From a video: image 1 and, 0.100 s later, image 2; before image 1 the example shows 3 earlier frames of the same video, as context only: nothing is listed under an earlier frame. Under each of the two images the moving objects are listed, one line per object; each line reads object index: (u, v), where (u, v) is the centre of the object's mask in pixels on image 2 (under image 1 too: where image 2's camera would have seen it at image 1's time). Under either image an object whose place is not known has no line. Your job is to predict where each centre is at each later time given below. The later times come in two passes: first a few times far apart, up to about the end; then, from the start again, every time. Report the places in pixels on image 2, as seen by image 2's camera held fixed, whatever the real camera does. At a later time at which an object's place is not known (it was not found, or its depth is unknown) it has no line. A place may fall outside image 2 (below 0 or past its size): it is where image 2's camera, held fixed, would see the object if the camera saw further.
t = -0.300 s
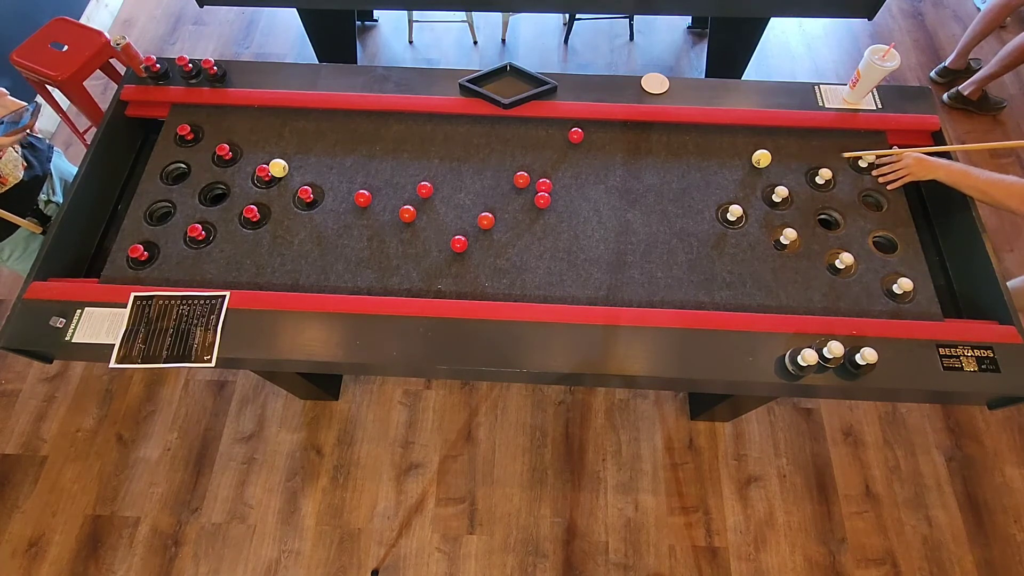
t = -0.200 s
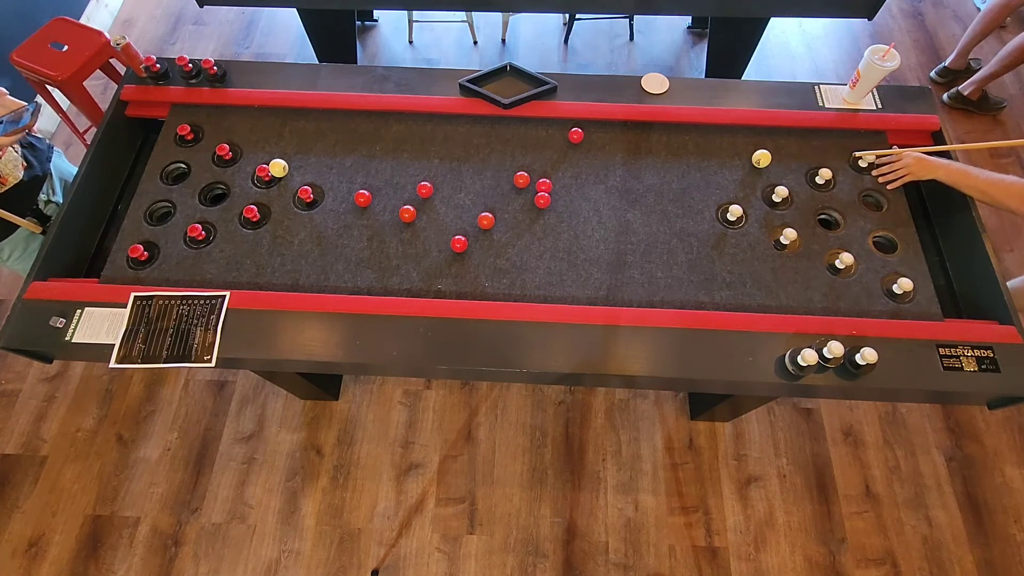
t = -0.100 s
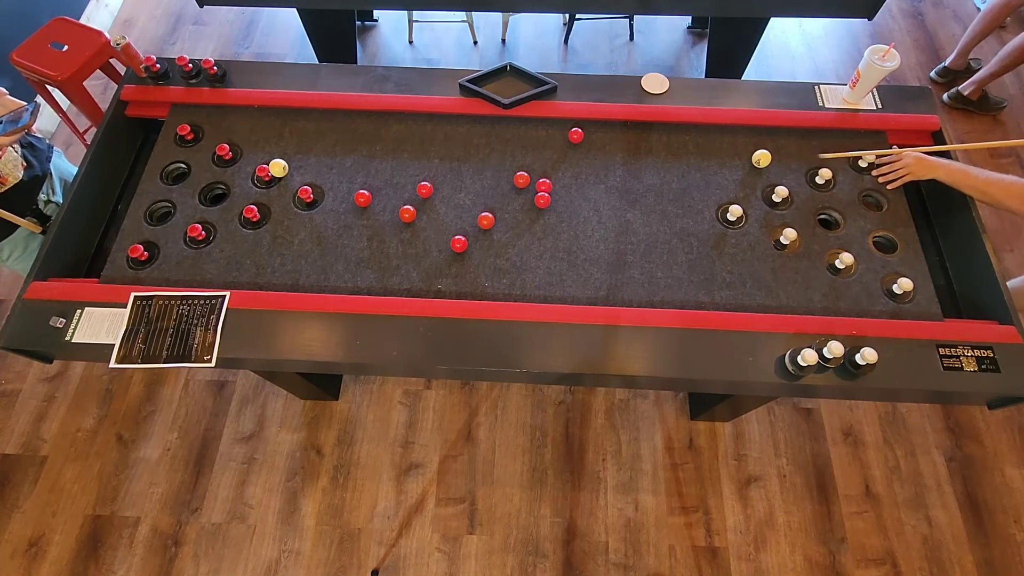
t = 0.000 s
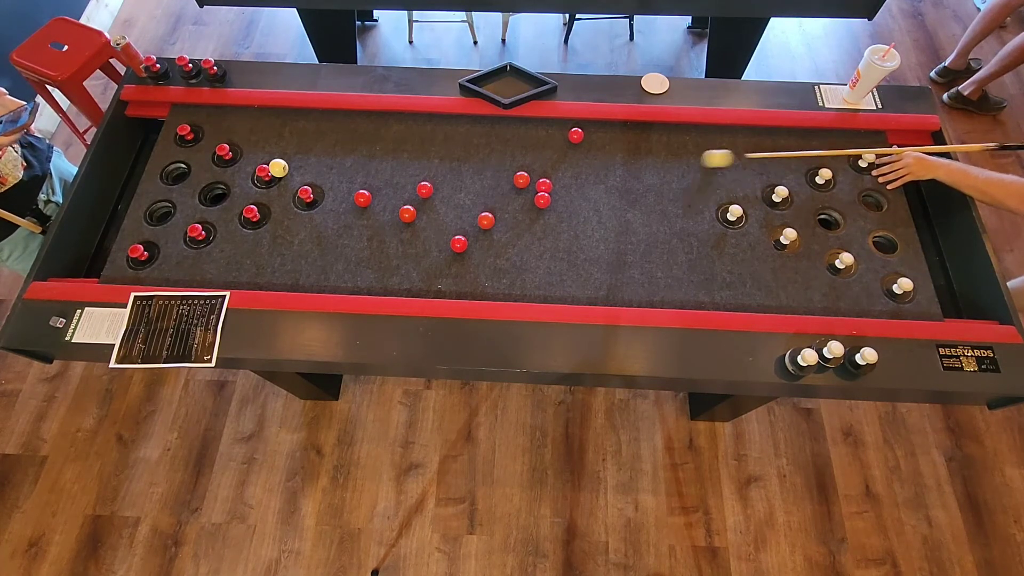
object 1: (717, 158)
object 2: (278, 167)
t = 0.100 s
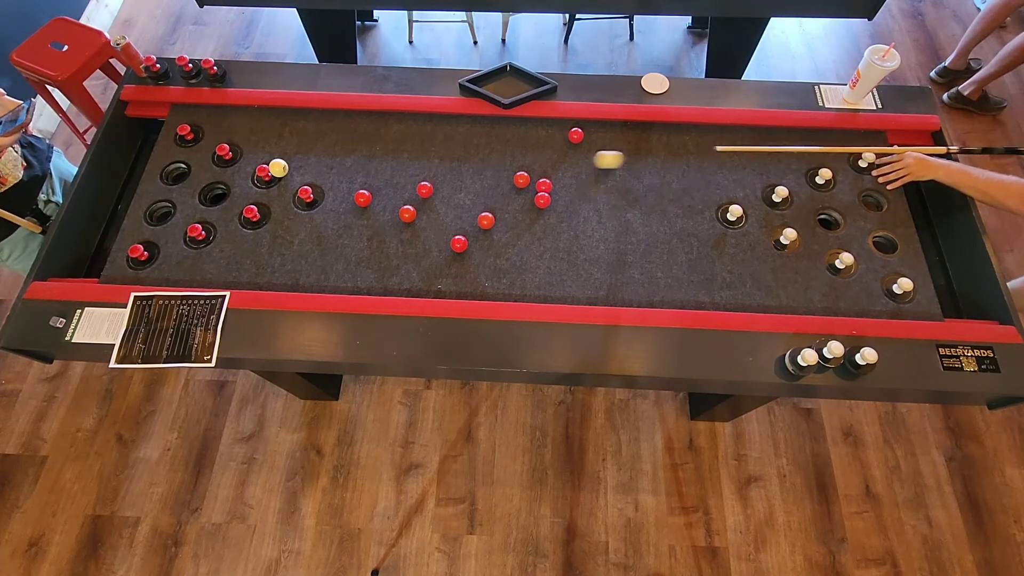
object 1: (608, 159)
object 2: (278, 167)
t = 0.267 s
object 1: (443, 162)
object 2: (279, 168)
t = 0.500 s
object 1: (304, 155)
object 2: (274, 153)
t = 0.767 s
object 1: (303, 127)
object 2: (302, 154)
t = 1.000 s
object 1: (278, 113)
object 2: (327, 146)
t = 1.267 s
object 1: (252, 120)
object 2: (353, 140)
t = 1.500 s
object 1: (232, 125)
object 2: (373, 136)
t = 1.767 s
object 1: (214, 132)
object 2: (393, 134)
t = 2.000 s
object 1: (202, 136)
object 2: (407, 133)
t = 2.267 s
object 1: (193, 140)
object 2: (420, 132)
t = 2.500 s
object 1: (186, 141)
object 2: (429, 131)
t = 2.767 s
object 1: (182, 141)
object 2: (437, 130)
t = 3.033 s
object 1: (182, 141)
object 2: (442, 129)
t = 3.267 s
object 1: (182, 141)
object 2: (442, 130)
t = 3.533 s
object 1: (182, 141)
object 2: (442, 130)
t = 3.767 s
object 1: (182, 141)
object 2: (442, 130)
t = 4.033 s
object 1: (182, 141)
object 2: (442, 130)
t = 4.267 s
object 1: (182, 141)
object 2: (442, 130)
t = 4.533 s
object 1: (182, 141)
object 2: (442, 130)
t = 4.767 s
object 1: (182, 141)
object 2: (442, 130)
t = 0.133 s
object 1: (574, 160)
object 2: (278, 167)
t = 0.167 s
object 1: (540, 160)
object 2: (278, 167)
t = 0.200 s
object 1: (507, 161)
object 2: (278, 167)
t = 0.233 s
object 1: (475, 161)
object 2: (279, 167)
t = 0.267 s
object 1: (443, 162)
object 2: (279, 168)
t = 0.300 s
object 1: (412, 163)
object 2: (279, 167)
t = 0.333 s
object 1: (382, 163)
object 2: (279, 168)
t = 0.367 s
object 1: (350, 164)
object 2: (279, 167)
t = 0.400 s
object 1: (320, 164)
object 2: (279, 167)
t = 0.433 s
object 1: (296, 164)
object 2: (277, 166)
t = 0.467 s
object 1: (300, 159)
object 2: (275, 159)
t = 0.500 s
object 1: (304, 155)
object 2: (274, 153)
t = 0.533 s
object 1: (307, 151)
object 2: (274, 150)
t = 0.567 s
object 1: (308, 147)
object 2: (276, 149)
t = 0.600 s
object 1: (310, 143)
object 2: (280, 150)
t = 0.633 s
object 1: (310, 139)
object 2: (284, 154)
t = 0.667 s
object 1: (309, 136)
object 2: (290, 158)
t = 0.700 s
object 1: (308, 133)
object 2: (293, 154)
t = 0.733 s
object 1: (306, 130)
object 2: (297, 154)
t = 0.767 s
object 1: (303, 127)
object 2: (302, 154)
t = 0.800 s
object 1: (300, 125)
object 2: (305, 152)
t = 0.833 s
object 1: (296, 122)
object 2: (309, 151)
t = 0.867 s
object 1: (292, 120)
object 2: (313, 150)
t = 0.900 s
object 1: (289, 117)
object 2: (317, 149)
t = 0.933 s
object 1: (285, 115)
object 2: (320, 148)
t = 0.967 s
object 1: (282, 113)
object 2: (324, 147)
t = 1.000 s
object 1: (278, 113)
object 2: (327, 146)
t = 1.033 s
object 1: (274, 114)
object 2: (331, 145)
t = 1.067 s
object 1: (271, 115)
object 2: (334, 144)
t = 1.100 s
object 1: (267, 116)
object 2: (337, 143)
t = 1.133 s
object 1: (264, 116)
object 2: (341, 142)
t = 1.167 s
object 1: (261, 117)
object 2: (344, 141)
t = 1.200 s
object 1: (258, 118)
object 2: (347, 141)
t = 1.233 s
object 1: (255, 119)
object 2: (350, 140)
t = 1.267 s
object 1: (252, 120)
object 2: (353, 140)
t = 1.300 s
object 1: (249, 121)
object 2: (356, 139)
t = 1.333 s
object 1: (246, 121)
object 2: (359, 139)
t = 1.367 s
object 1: (243, 122)
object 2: (362, 138)
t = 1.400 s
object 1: (240, 123)
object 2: (365, 137)
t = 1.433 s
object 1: (237, 124)
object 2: (368, 137)
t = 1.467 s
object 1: (235, 125)
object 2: (370, 137)
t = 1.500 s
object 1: (232, 125)
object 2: (373, 136)
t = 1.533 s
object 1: (230, 126)
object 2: (376, 136)
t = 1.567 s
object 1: (227, 127)
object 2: (378, 136)
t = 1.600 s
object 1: (225, 128)
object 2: (381, 135)
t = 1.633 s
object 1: (223, 129)
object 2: (383, 135)
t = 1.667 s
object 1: (220, 130)
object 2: (386, 135)
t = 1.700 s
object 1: (218, 131)
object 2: (388, 134)
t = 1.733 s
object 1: (216, 131)
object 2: (390, 134)
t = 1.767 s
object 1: (214, 132)
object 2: (393, 134)
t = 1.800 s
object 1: (213, 133)
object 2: (395, 134)
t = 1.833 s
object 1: (211, 133)
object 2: (397, 133)
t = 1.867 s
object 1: (209, 134)
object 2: (399, 133)
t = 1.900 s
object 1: (207, 135)
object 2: (401, 133)
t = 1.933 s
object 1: (205, 135)
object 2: (403, 133)
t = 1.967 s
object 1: (204, 136)
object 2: (405, 133)
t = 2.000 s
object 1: (202, 136)
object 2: (407, 133)
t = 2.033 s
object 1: (201, 137)
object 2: (409, 133)
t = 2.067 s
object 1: (200, 138)
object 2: (410, 132)
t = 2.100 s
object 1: (199, 138)
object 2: (412, 132)
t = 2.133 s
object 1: (197, 139)
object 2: (414, 132)
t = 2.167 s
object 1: (196, 139)
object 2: (416, 132)
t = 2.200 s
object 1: (195, 139)
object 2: (417, 132)
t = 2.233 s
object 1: (194, 140)
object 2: (419, 132)
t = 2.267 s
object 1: (193, 140)
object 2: (420, 132)
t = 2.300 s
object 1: (192, 141)
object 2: (422, 131)
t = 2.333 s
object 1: (190, 141)
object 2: (423, 131)
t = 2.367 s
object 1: (189, 141)
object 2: (425, 131)
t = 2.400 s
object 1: (188, 141)
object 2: (426, 131)
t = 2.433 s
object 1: (188, 141)
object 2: (427, 131)
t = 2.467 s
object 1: (187, 141)
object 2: (428, 131)
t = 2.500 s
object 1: (186, 141)
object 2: (429, 131)
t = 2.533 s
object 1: (185, 141)
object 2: (430, 130)
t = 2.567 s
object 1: (184, 141)
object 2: (431, 130)
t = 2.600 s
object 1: (184, 141)
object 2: (432, 130)
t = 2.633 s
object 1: (183, 141)
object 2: (433, 130)
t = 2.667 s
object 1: (183, 141)
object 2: (434, 130)
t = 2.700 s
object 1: (182, 141)
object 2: (435, 130)
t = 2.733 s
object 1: (182, 141)
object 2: (436, 130)
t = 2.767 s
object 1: (182, 141)
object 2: (437, 130)
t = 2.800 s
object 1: (182, 141)
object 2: (438, 130)
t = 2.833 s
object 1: (182, 141)
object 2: (438, 129)
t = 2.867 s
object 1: (182, 141)
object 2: (439, 129)
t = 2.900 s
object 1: (182, 141)
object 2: (440, 129)
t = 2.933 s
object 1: (182, 141)
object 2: (440, 129)
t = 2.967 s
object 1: (182, 141)
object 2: (441, 129)
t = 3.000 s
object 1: (182, 141)
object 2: (441, 129)
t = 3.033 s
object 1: (182, 141)
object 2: (442, 129)
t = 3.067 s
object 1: (182, 141)
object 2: (442, 129)
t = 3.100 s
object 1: (182, 141)
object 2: (442, 130)
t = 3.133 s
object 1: (182, 141)
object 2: (442, 130)
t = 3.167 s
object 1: (182, 141)
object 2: (442, 130)
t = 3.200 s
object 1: (182, 141)
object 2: (442, 130)
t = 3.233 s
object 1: (182, 141)
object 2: (442, 130)
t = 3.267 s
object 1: (182, 141)
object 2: (442, 130)
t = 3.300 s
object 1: (182, 141)
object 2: (442, 130)
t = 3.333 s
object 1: (182, 141)
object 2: (442, 130)
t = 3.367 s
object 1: (182, 141)
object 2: (442, 130)
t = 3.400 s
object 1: (182, 141)
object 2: (442, 130)
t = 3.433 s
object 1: (182, 141)
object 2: (442, 130)
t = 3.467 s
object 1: (182, 141)
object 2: (442, 130)
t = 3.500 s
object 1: (182, 141)
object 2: (442, 130)
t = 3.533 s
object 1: (182, 141)
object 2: (442, 130)
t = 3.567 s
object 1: (182, 141)
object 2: (442, 130)
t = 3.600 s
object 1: (182, 141)
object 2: (442, 130)
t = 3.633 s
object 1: (182, 141)
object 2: (442, 130)
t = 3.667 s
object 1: (182, 141)
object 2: (442, 130)
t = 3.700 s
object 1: (182, 141)
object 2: (442, 130)
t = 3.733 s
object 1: (182, 141)
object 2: (442, 130)
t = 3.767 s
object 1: (182, 141)
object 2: (442, 130)
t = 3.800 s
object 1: (182, 141)
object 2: (442, 130)
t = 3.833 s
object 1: (182, 141)
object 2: (442, 130)
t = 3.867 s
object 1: (182, 141)
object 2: (442, 130)
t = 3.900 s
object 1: (182, 141)
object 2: (442, 130)
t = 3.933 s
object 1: (182, 141)
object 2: (442, 130)
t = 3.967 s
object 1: (182, 141)
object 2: (442, 130)
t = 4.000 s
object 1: (182, 141)
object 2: (442, 130)
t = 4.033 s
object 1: (182, 141)
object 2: (442, 130)
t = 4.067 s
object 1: (182, 141)
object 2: (442, 130)
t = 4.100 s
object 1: (182, 141)
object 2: (442, 130)
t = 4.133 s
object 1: (182, 141)
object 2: (442, 130)
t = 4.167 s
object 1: (182, 141)
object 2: (442, 130)
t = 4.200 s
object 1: (182, 141)
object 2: (442, 130)
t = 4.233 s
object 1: (182, 141)
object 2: (442, 130)
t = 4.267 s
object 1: (182, 141)
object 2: (442, 130)
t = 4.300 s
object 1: (182, 141)
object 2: (442, 130)
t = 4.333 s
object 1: (182, 141)
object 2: (442, 130)
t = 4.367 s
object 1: (182, 141)
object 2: (442, 130)
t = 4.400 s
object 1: (182, 141)
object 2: (442, 130)
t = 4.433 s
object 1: (182, 141)
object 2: (442, 130)
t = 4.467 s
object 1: (182, 141)
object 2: (442, 130)
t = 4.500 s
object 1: (182, 141)
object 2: (442, 130)
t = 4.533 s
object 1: (182, 141)
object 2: (442, 130)
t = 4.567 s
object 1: (182, 141)
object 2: (442, 130)
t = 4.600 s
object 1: (182, 141)
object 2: (442, 130)
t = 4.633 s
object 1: (182, 141)
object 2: (442, 130)
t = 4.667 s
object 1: (182, 141)
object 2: (442, 130)
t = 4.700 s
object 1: (182, 141)
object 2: (442, 130)
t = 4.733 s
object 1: (182, 141)
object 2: (442, 130)
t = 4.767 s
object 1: (182, 141)
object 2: (442, 130)
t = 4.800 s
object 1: (182, 141)
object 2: (442, 130)
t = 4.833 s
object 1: (182, 141)
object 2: (442, 130)
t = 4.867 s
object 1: (182, 141)
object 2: (442, 130)
